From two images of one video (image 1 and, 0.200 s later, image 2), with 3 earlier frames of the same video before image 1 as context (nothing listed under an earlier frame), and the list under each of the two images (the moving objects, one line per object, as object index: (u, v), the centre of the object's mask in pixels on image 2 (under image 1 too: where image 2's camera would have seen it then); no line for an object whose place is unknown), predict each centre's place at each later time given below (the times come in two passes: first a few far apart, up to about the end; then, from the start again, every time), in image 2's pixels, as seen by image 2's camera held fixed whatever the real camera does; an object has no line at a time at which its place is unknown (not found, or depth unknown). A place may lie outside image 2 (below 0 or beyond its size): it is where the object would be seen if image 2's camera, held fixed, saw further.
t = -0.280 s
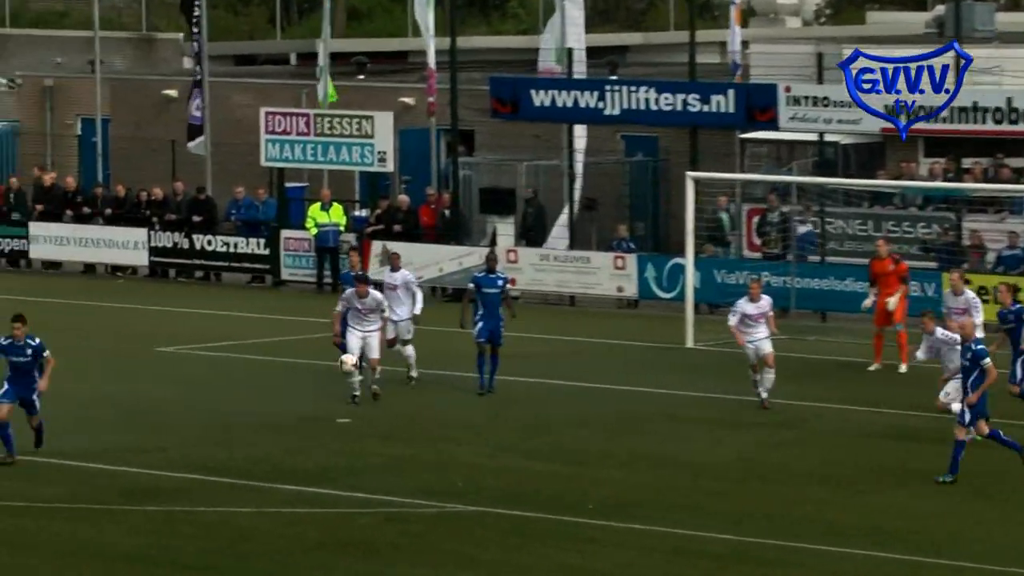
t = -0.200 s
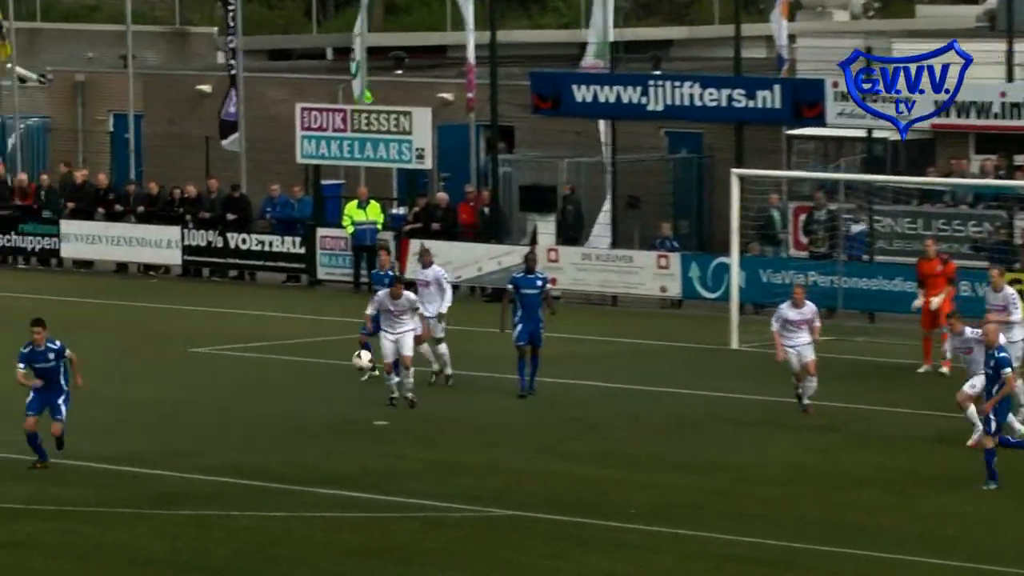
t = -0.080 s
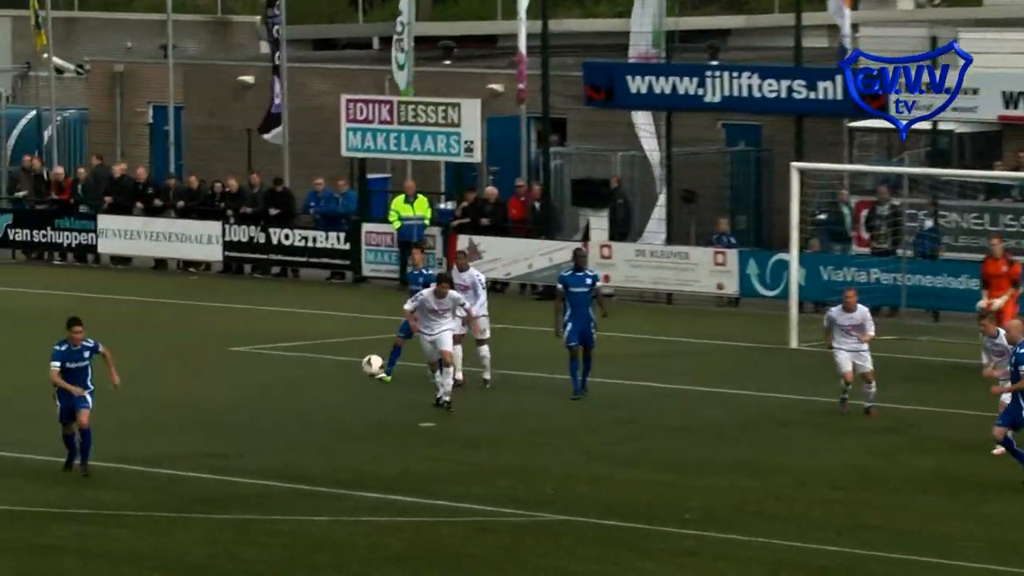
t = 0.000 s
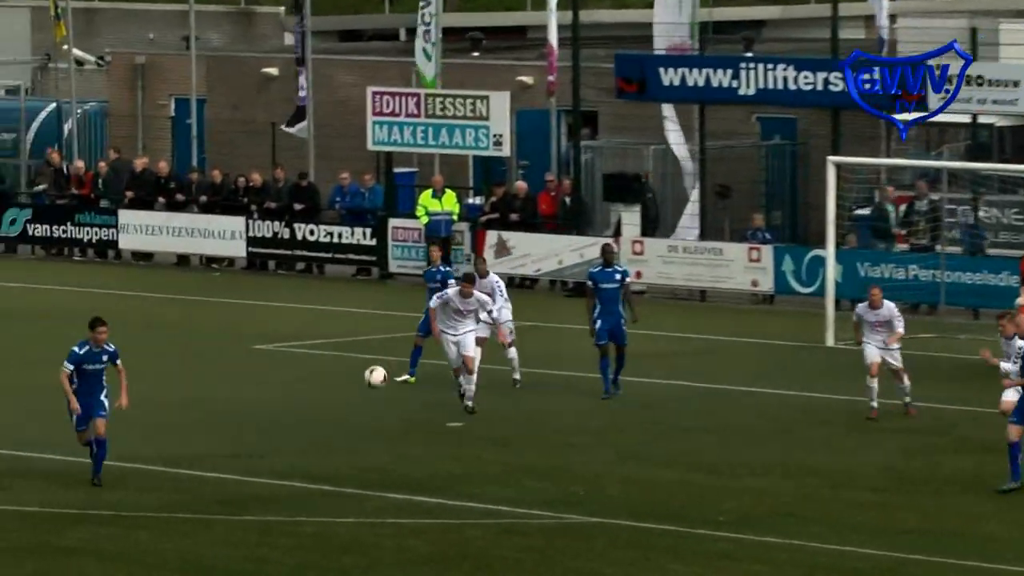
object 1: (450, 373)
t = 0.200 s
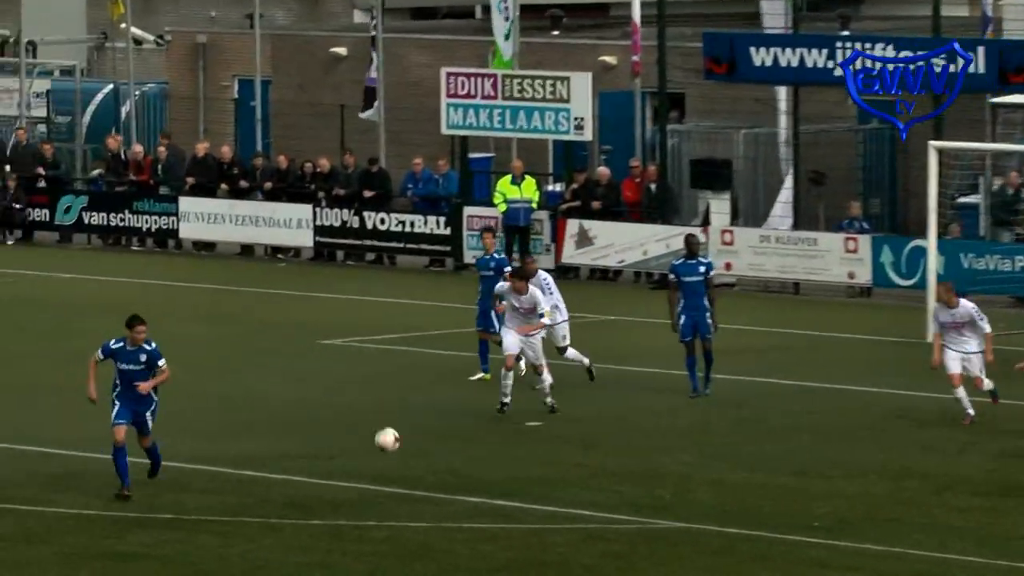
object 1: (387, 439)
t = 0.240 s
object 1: (374, 458)
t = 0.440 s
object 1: (314, 494)
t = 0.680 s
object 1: (239, 463)
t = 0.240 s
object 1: (374, 458)
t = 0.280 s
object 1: (363, 478)
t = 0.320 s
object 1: (352, 501)
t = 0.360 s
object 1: (340, 519)
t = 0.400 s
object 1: (327, 505)
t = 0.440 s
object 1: (314, 494)
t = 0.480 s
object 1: (301, 485)
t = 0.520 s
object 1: (288, 477)
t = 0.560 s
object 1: (275, 471)
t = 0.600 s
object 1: (263, 467)
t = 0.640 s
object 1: (251, 464)
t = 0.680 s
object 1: (239, 463)
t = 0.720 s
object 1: (227, 465)
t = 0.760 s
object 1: (214, 468)
